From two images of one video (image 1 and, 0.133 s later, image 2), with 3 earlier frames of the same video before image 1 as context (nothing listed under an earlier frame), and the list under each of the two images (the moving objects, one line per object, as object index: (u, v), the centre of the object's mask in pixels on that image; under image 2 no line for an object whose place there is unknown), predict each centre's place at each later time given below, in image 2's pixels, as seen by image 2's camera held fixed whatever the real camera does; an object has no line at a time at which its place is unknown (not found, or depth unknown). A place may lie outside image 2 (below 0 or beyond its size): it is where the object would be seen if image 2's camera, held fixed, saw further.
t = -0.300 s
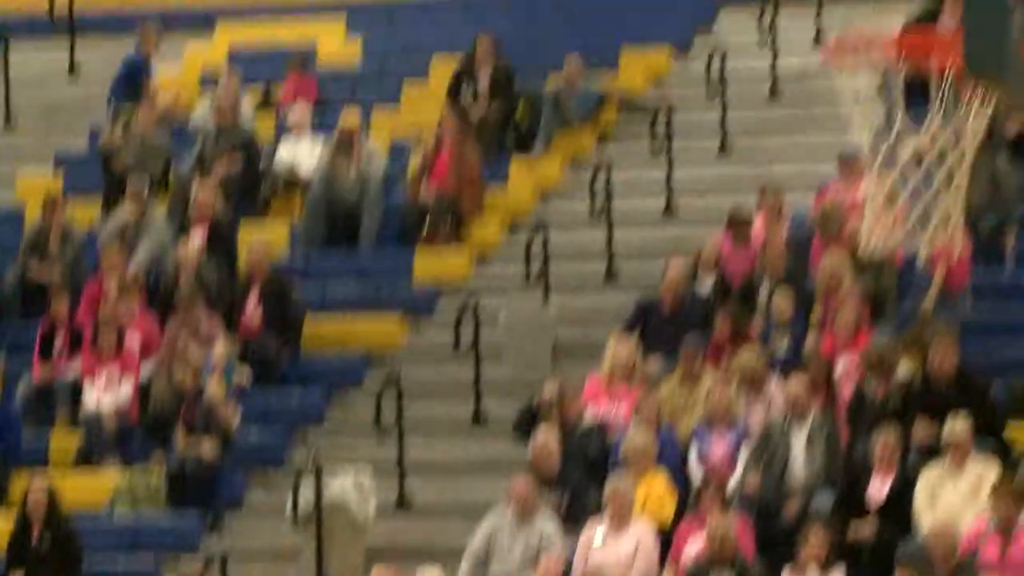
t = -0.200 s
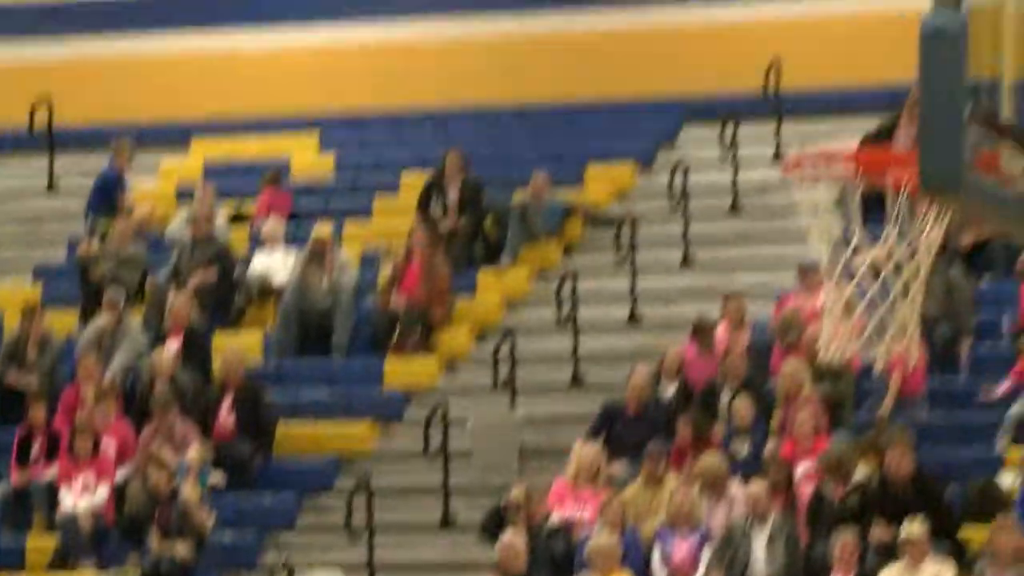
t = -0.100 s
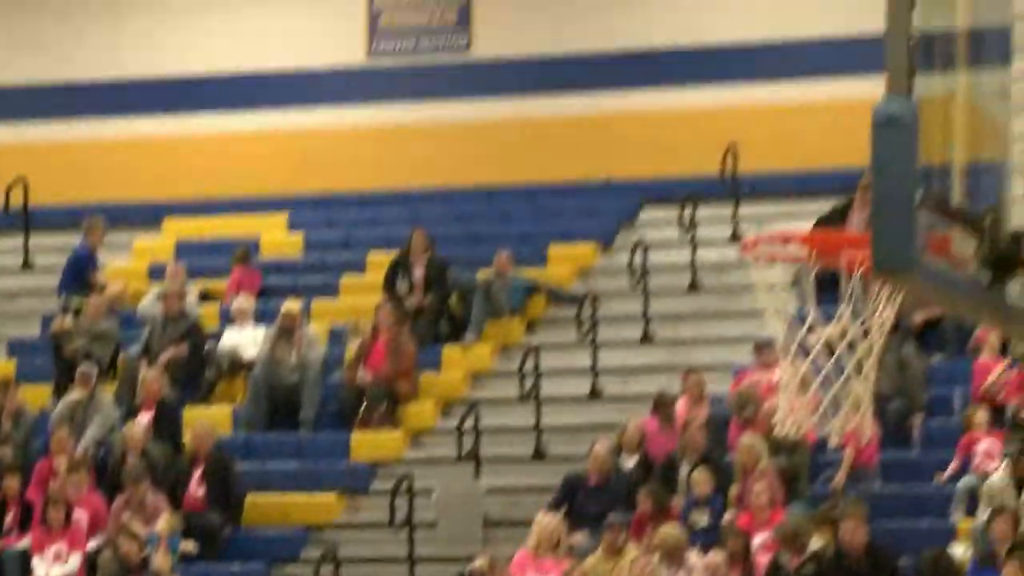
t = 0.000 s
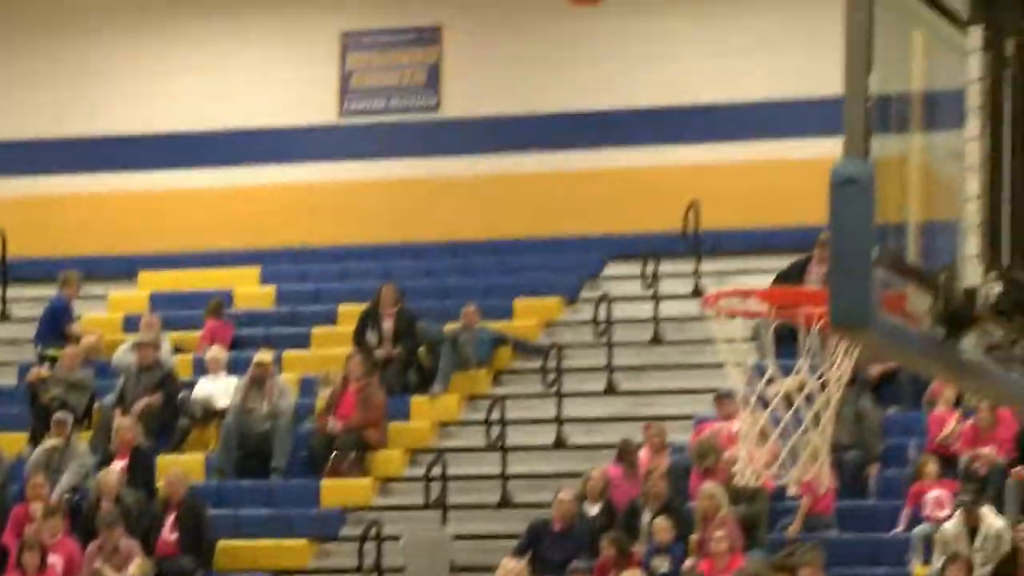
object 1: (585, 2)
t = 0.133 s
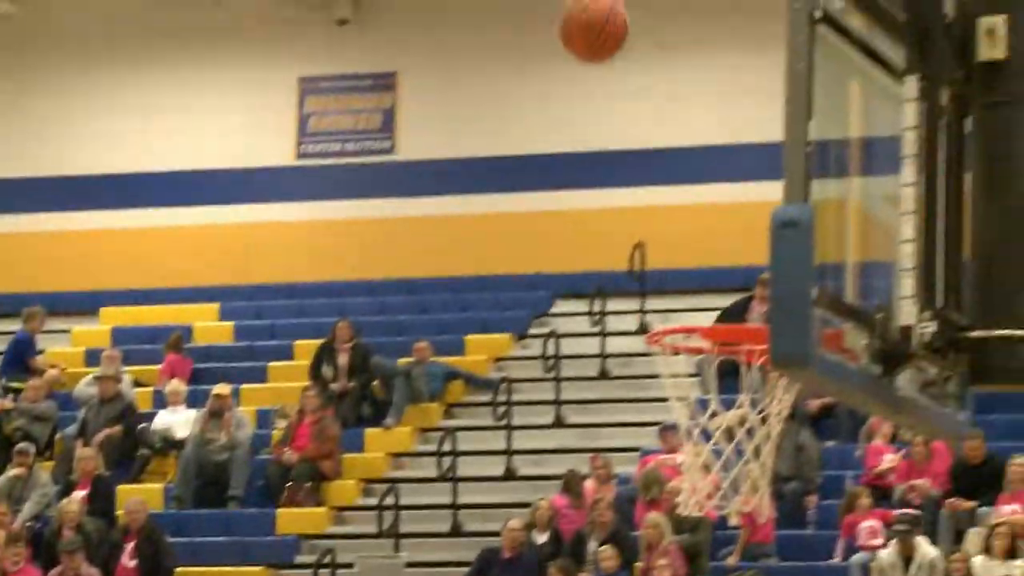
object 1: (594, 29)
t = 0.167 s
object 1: (611, 35)
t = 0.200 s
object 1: (629, 48)
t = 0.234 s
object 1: (645, 64)
